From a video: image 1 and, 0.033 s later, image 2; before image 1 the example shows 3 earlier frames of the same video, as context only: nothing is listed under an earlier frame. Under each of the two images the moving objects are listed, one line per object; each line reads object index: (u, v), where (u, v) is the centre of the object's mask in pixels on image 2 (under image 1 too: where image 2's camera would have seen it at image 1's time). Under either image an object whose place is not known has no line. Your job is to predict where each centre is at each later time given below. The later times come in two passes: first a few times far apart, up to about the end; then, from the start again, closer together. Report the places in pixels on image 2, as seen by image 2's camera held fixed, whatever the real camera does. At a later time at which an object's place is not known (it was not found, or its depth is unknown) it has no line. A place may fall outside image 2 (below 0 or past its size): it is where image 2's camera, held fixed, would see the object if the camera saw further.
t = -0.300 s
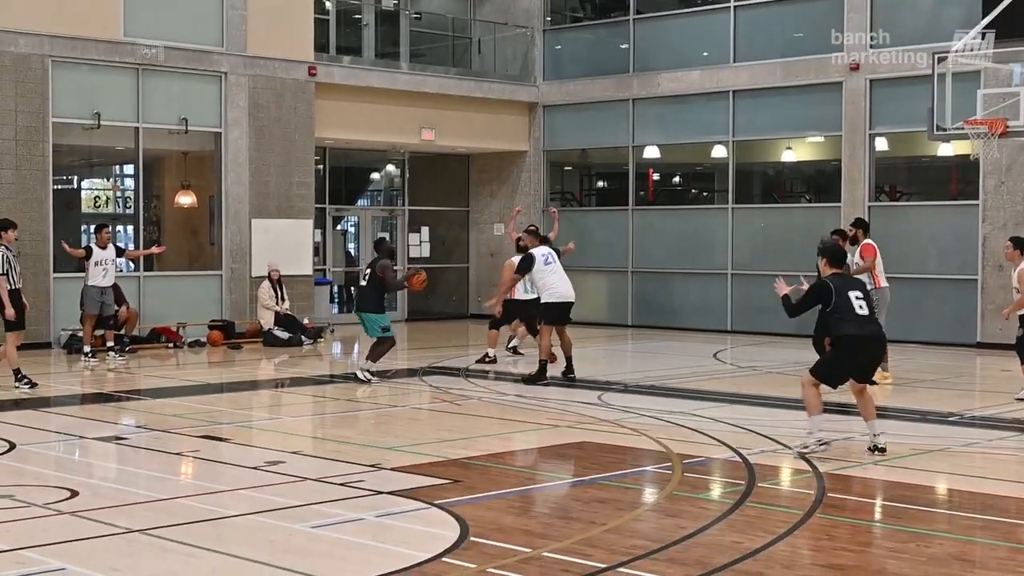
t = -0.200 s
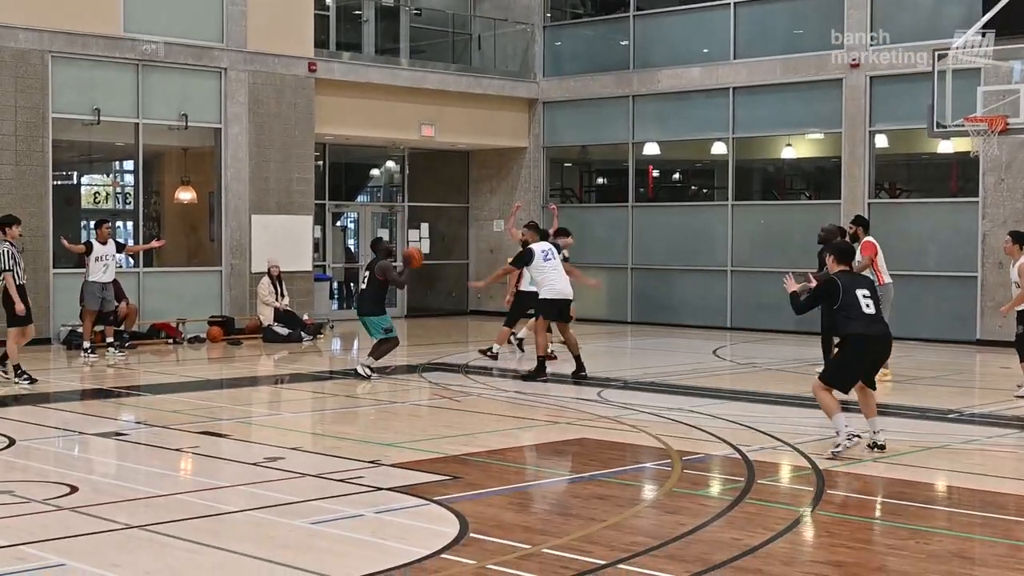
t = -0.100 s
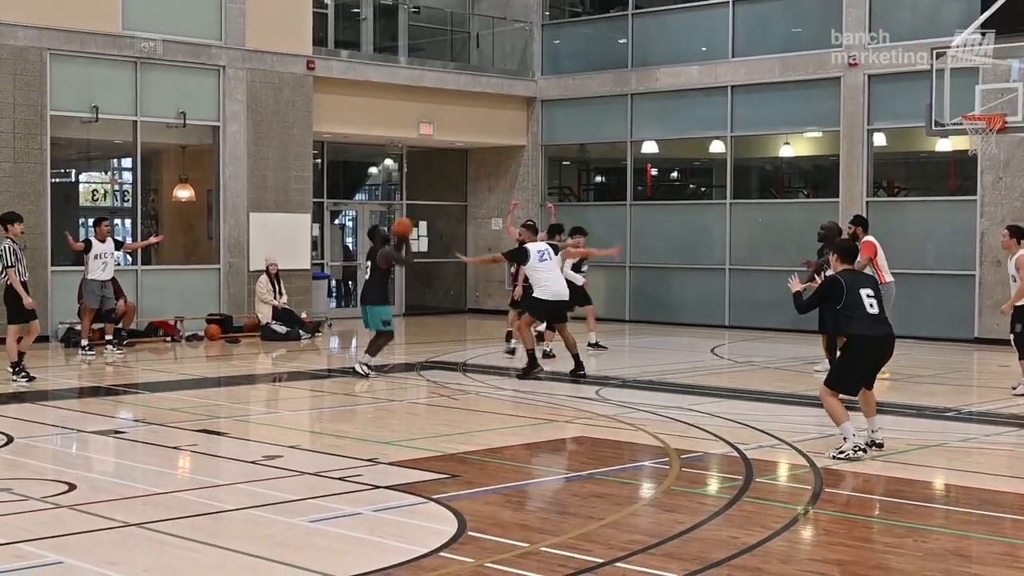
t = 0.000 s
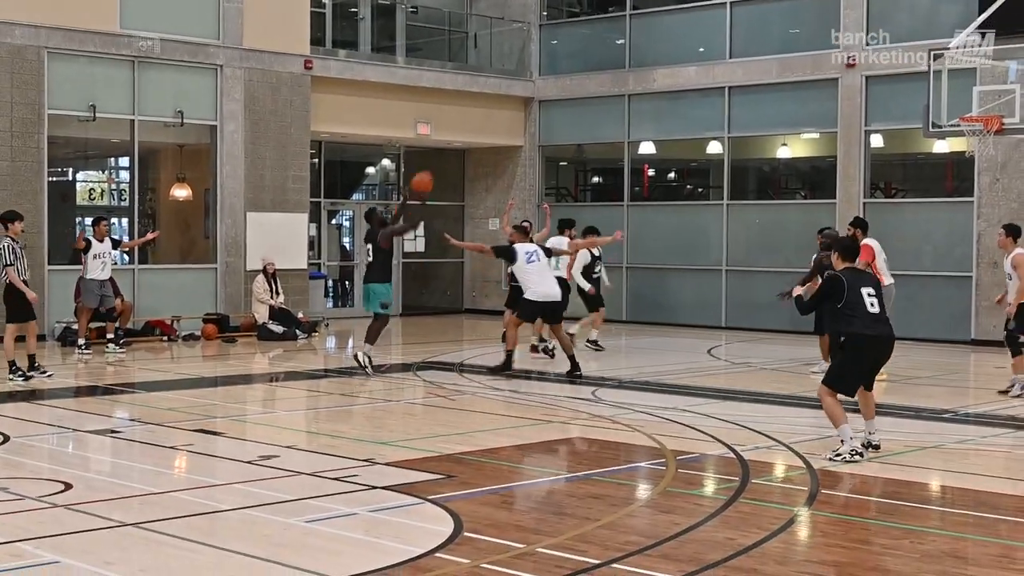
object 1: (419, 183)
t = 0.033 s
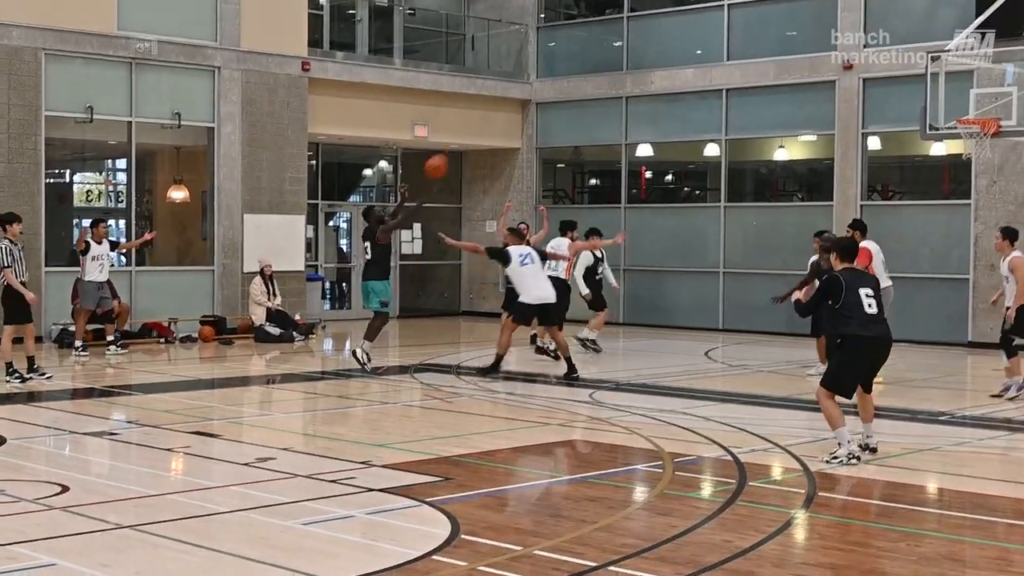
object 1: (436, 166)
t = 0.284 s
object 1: (569, 57)
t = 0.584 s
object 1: (719, 2)
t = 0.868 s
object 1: (848, 22)
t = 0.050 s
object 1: (446, 158)
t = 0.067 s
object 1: (454, 150)
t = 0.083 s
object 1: (463, 140)
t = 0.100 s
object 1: (473, 132)
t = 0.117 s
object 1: (482, 124)
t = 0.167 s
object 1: (508, 101)
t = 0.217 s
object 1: (534, 80)
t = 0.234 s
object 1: (543, 74)
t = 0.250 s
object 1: (552, 68)
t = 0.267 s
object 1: (560, 63)
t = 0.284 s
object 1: (569, 57)
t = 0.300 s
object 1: (578, 52)
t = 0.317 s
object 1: (586, 47)
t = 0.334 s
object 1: (595, 42)
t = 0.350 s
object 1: (603, 38)
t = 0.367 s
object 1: (611, 34)
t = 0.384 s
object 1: (620, 30)
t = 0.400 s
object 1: (629, 26)
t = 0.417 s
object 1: (637, 23)
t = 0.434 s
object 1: (645, 20)
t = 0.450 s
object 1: (654, 16)
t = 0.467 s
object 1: (662, 14)
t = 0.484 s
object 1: (670, 11)
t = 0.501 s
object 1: (678, 9)
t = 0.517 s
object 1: (686, 7)
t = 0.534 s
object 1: (694, 5)
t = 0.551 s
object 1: (703, 4)
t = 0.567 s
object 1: (711, 3)
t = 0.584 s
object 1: (719, 2)
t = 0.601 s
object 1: (727, 1)
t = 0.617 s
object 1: (734, 1)
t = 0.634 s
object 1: (742, 0)
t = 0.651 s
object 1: (750, 0)
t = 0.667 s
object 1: (757, 1)
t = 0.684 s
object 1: (765, 1)
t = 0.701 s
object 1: (773, 2)
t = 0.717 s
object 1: (781, 3)
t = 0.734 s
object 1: (788, 4)
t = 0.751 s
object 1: (796, 5)
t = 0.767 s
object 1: (802, 7)
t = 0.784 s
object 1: (809, 9)
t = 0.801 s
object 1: (817, 11)
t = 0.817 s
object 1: (825, 14)
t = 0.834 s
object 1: (831, 16)
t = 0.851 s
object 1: (840, 19)
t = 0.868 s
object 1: (848, 22)
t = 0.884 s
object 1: (855, 25)
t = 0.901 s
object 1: (862, 28)
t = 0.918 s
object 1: (870, 32)
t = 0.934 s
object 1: (877, 35)
